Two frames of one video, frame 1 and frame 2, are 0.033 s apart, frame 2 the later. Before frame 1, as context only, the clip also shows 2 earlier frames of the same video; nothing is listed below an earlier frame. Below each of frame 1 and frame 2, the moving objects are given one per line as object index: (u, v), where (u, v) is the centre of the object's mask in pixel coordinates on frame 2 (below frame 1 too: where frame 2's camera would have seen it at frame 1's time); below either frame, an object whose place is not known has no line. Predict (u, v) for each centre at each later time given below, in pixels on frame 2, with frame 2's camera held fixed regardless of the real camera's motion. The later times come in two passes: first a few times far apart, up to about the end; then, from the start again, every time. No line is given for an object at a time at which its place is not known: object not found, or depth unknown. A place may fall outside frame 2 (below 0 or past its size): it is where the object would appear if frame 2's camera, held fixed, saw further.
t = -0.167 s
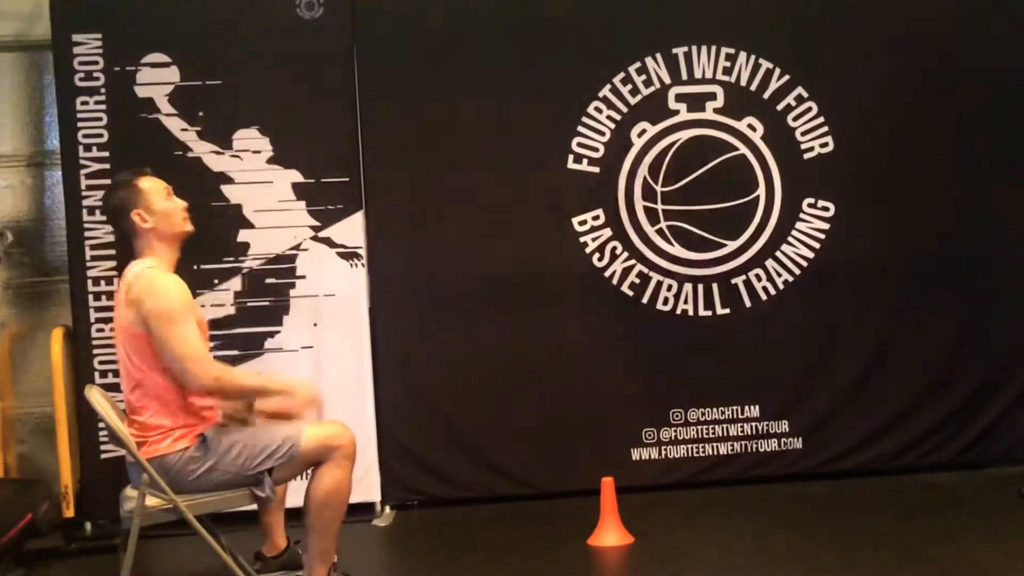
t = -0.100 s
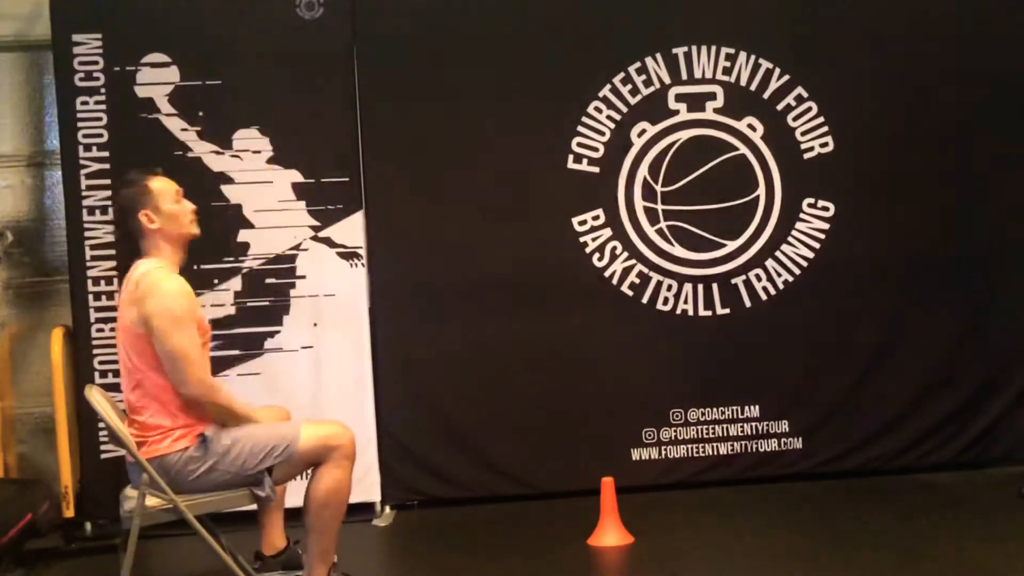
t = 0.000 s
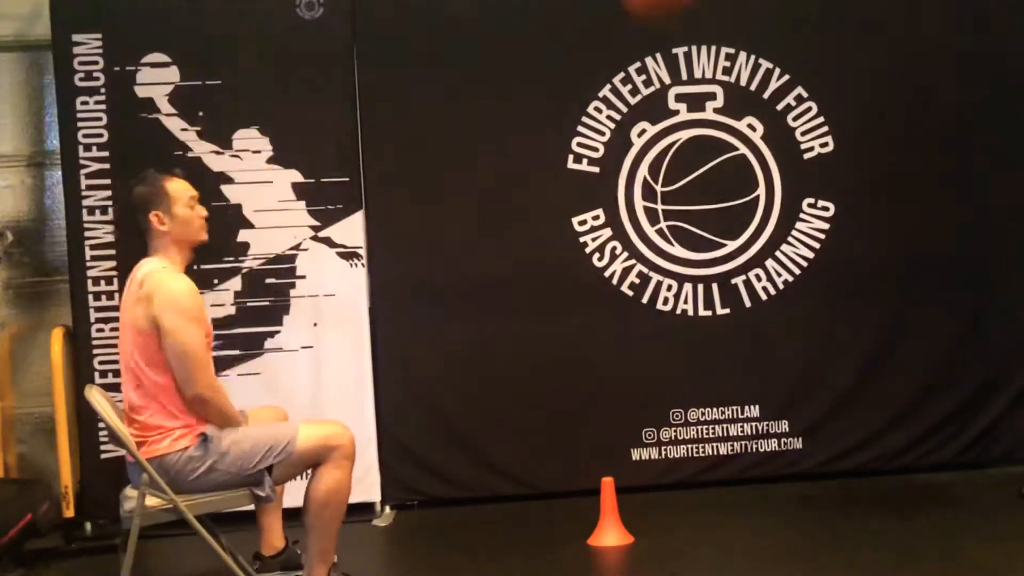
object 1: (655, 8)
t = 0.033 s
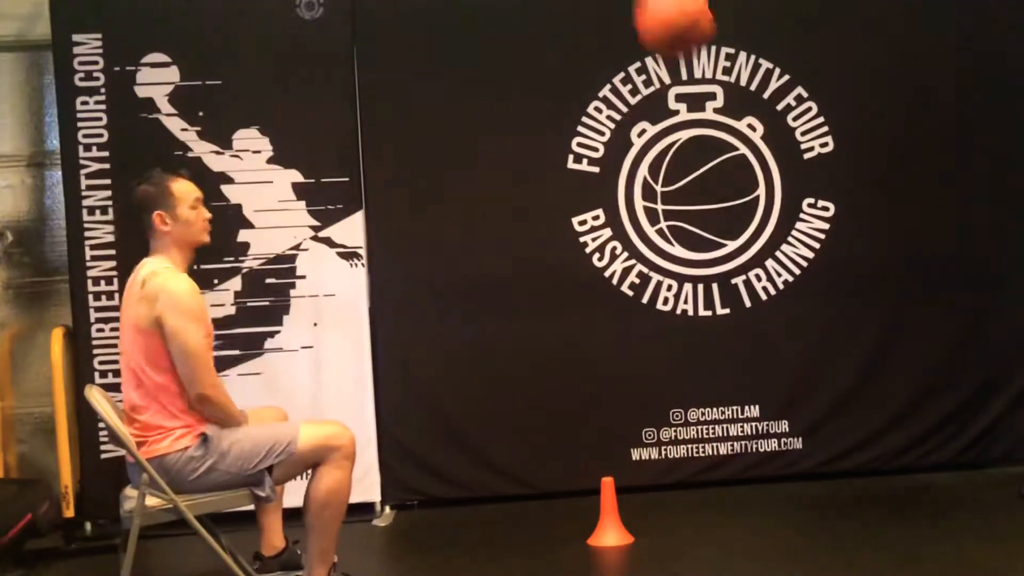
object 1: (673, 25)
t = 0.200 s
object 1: (772, 271)
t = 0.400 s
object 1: (852, 433)
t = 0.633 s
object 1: (861, 167)
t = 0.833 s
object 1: (875, 64)
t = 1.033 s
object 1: (893, 75)
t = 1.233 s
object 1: (917, 208)
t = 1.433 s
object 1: (944, 455)
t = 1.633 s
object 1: (964, 351)
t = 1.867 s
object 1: (988, 222)
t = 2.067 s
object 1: (1002, 236)
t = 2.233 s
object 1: (1014, 337)
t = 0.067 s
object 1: (691, 58)
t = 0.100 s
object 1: (712, 110)
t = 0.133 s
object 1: (730, 160)
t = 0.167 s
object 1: (749, 210)
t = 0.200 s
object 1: (772, 271)
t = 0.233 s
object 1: (791, 329)
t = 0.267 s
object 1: (811, 391)
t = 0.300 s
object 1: (830, 453)
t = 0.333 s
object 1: (849, 520)
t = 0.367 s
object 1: (851, 483)
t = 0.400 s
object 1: (852, 433)
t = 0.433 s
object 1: (853, 386)
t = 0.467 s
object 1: (854, 341)
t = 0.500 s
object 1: (855, 300)
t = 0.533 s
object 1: (856, 262)
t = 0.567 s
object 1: (858, 227)
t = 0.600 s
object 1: (860, 195)
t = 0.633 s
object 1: (861, 167)
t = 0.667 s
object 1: (864, 142)
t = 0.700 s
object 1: (866, 118)
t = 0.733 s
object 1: (868, 101)
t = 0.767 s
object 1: (870, 85)
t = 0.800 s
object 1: (873, 72)
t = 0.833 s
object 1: (875, 64)
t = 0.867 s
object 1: (878, 59)
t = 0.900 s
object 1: (880, 56)
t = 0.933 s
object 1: (883, 57)
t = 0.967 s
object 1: (886, 59)
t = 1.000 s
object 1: (889, 66)
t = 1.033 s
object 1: (893, 75)
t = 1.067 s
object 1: (896, 89)
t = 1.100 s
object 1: (900, 105)
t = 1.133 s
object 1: (904, 126)
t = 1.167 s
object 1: (908, 148)
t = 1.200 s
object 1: (912, 177)
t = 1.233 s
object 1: (917, 208)
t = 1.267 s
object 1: (921, 240)
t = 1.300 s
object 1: (925, 276)
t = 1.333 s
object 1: (930, 316)
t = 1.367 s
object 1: (934, 361)
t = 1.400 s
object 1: (940, 408)
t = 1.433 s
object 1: (944, 455)
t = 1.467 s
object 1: (950, 508)
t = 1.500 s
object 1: (953, 492)
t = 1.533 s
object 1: (956, 451)
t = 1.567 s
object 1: (959, 416)
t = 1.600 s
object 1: (961, 381)
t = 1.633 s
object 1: (964, 351)
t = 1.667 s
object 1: (967, 323)
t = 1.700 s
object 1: (970, 298)
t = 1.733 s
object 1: (974, 276)
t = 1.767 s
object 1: (976, 257)
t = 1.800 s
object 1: (981, 242)
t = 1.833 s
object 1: (985, 230)
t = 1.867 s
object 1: (988, 222)
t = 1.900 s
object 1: (990, 216)
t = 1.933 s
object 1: (993, 215)
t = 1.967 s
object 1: (995, 216)
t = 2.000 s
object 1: (997, 219)
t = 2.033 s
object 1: (1000, 227)
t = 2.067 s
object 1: (1002, 236)
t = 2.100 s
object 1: (1005, 251)
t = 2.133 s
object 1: (1007, 268)
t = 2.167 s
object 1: (1009, 287)
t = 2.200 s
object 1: (1011, 312)
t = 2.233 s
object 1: (1014, 337)
